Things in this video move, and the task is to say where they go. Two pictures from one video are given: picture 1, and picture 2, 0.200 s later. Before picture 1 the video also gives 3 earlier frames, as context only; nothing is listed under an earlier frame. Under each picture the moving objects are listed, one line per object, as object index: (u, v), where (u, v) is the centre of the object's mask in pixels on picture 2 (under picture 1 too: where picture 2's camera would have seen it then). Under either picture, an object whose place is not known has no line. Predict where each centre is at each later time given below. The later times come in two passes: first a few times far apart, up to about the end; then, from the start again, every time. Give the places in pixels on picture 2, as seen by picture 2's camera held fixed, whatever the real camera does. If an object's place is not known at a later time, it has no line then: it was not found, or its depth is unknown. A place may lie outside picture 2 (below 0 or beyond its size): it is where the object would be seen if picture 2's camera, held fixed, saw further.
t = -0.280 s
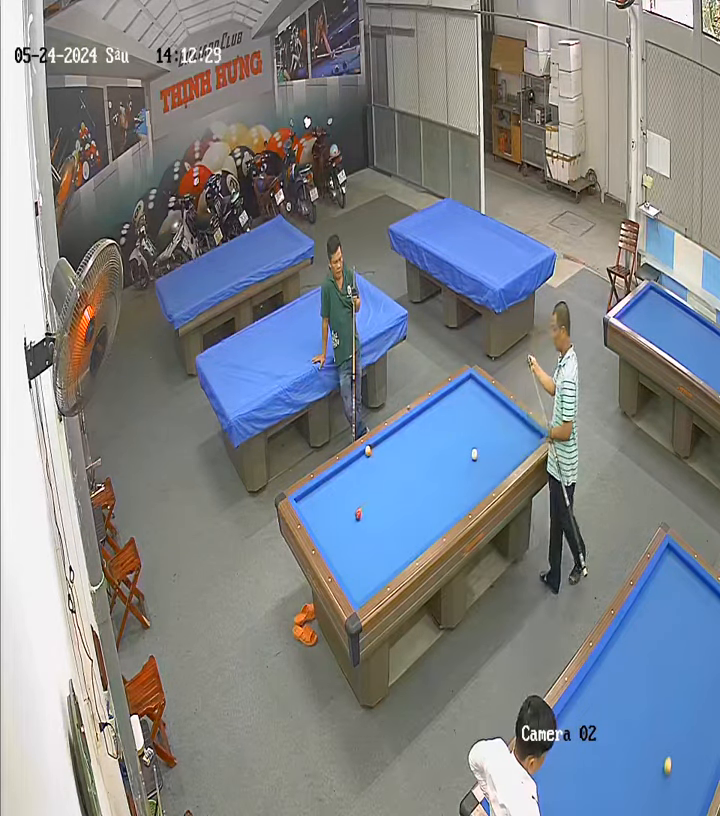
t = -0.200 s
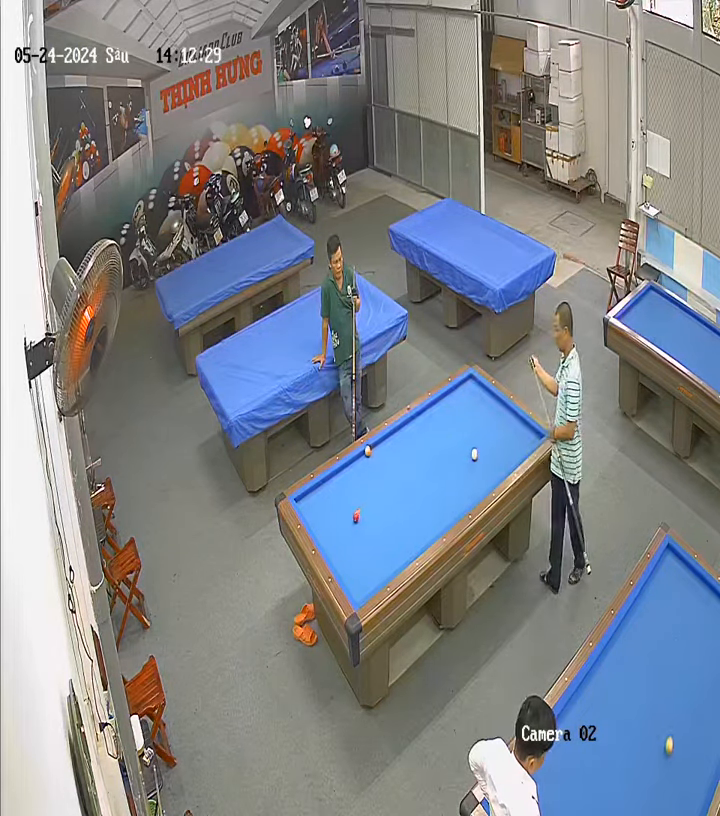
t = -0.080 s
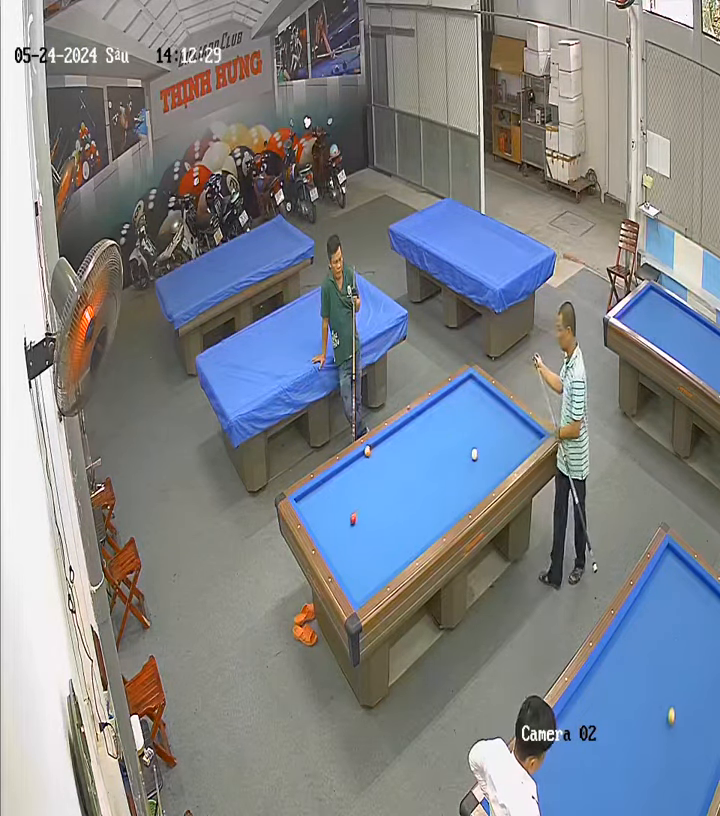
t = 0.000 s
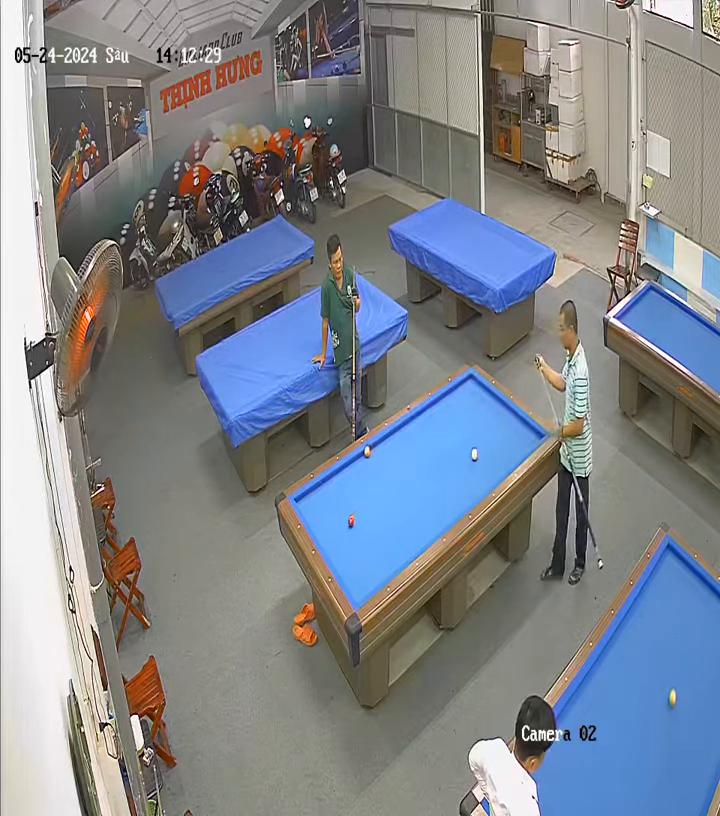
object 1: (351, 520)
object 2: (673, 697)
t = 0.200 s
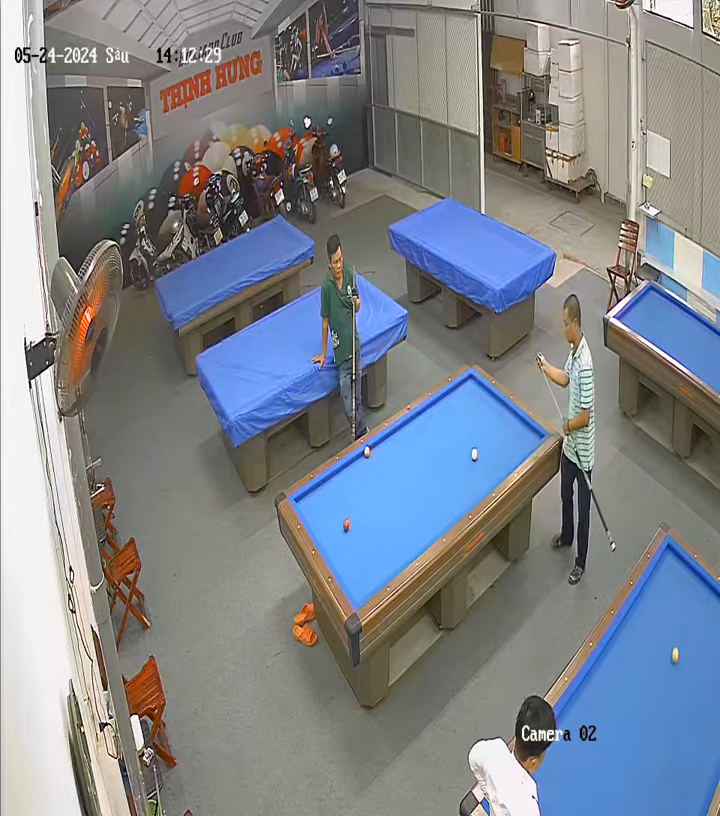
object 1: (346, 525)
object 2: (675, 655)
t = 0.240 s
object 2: (676, 647)
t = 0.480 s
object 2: (678, 602)
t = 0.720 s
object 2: (679, 562)
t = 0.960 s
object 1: (330, 541)
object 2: (663, 566)
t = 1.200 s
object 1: (326, 544)
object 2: (656, 580)
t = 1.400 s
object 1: (327, 544)
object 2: (654, 595)
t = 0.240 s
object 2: (676, 647)
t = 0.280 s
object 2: (676, 639)
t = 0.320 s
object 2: (677, 631)
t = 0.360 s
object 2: (677, 624)
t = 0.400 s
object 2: (677, 616)
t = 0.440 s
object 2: (677, 609)
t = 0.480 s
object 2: (678, 602)
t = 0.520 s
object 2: (678, 595)
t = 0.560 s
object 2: (678, 588)
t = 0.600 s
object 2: (679, 581)
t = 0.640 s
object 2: (679, 575)
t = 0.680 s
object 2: (679, 568)
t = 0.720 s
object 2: (679, 562)
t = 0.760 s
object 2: (679, 557)
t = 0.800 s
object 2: (676, 559)
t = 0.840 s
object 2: (672, 561)
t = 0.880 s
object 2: (669, 563)
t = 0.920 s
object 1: (330, 540)
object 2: (666, 564)
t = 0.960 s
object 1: (330, 541)
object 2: (663, 566)
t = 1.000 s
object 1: (329, 542)
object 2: (661, 567)
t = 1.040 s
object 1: (328, 542)
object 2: (658, 568)
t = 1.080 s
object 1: (327, 543)
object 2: (658, 571)
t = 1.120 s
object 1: (326, 544)
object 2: (657, 574)
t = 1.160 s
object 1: (326, 544)
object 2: (657, 577)
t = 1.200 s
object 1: (326, 544)
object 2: (656, 580)
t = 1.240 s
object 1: (326, 544)
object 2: (655, 583)
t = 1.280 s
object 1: (326, 544)
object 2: (655, 586)
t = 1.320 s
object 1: (326, 544)
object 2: (655, 589)
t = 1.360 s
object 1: (326, 544)
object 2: (654, 592)
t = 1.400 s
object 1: (327, 544)
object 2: (654, 595)
